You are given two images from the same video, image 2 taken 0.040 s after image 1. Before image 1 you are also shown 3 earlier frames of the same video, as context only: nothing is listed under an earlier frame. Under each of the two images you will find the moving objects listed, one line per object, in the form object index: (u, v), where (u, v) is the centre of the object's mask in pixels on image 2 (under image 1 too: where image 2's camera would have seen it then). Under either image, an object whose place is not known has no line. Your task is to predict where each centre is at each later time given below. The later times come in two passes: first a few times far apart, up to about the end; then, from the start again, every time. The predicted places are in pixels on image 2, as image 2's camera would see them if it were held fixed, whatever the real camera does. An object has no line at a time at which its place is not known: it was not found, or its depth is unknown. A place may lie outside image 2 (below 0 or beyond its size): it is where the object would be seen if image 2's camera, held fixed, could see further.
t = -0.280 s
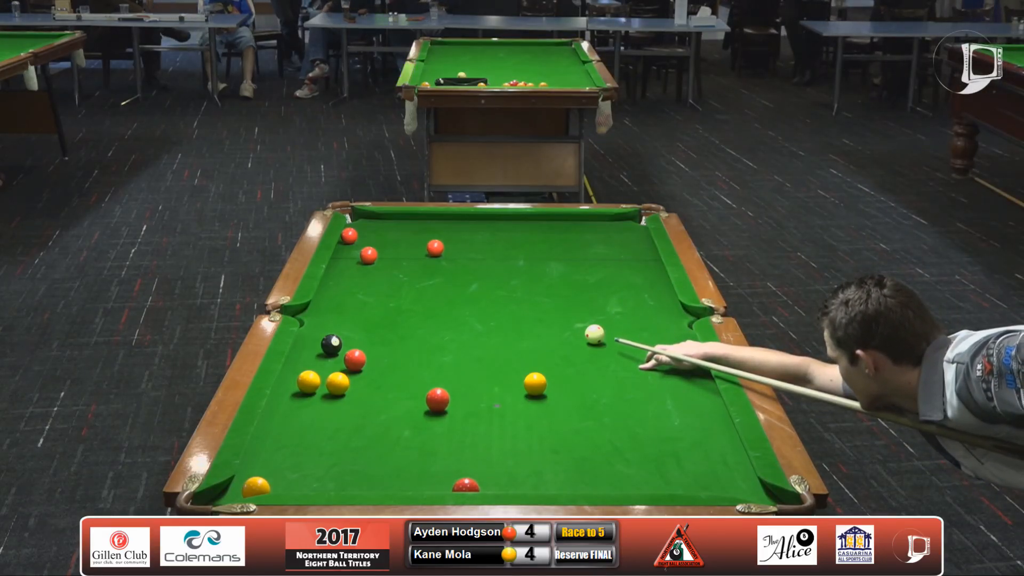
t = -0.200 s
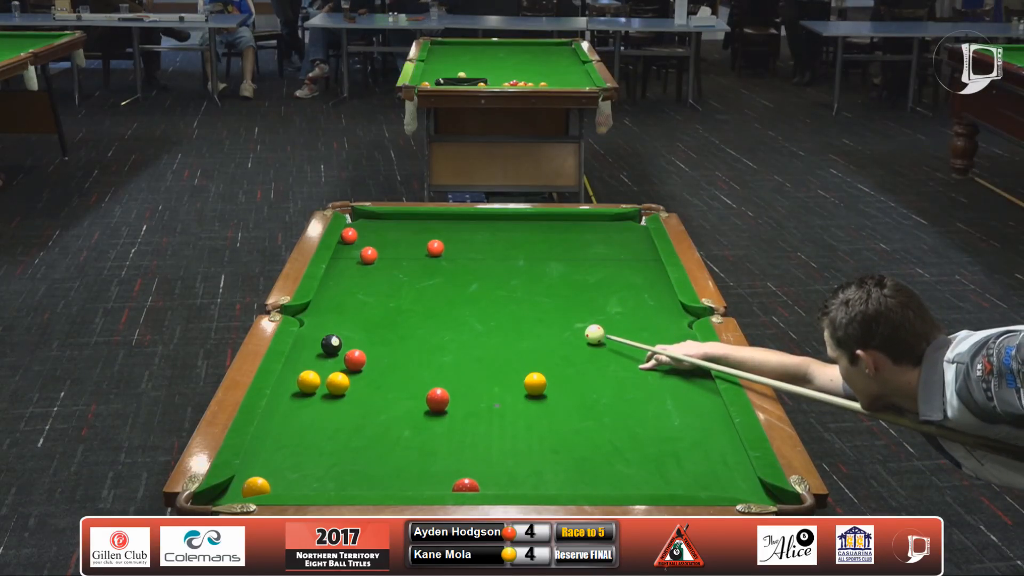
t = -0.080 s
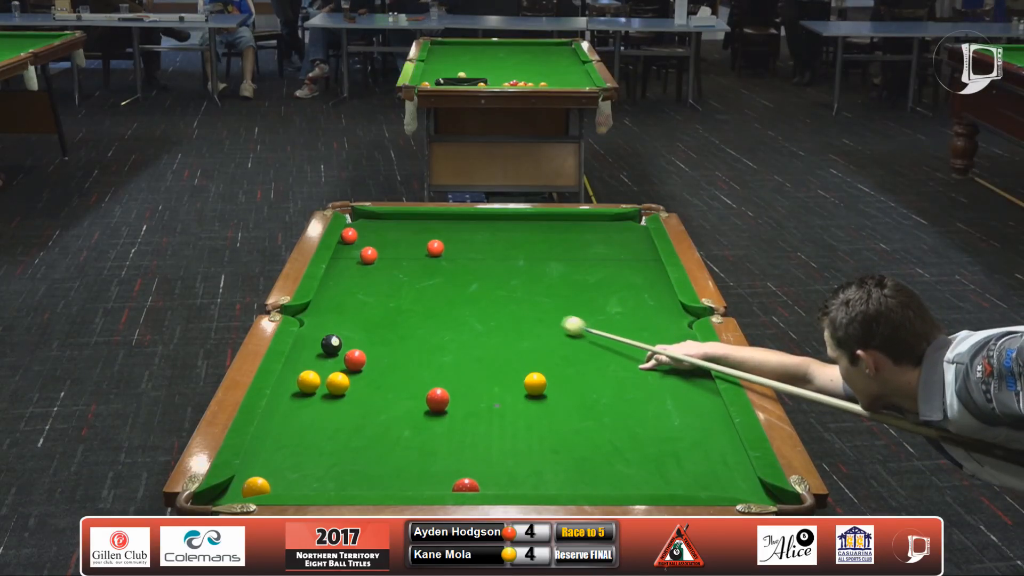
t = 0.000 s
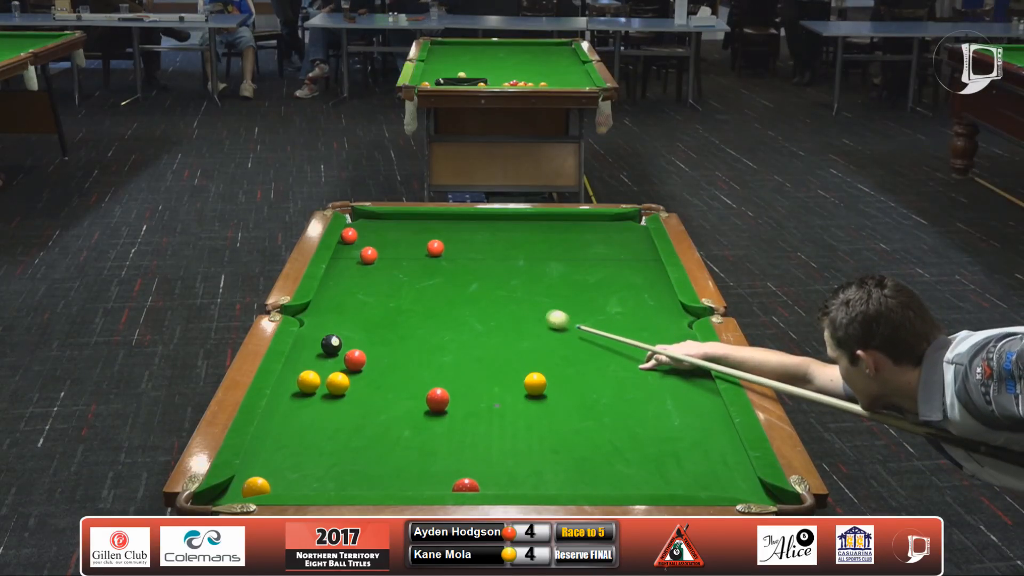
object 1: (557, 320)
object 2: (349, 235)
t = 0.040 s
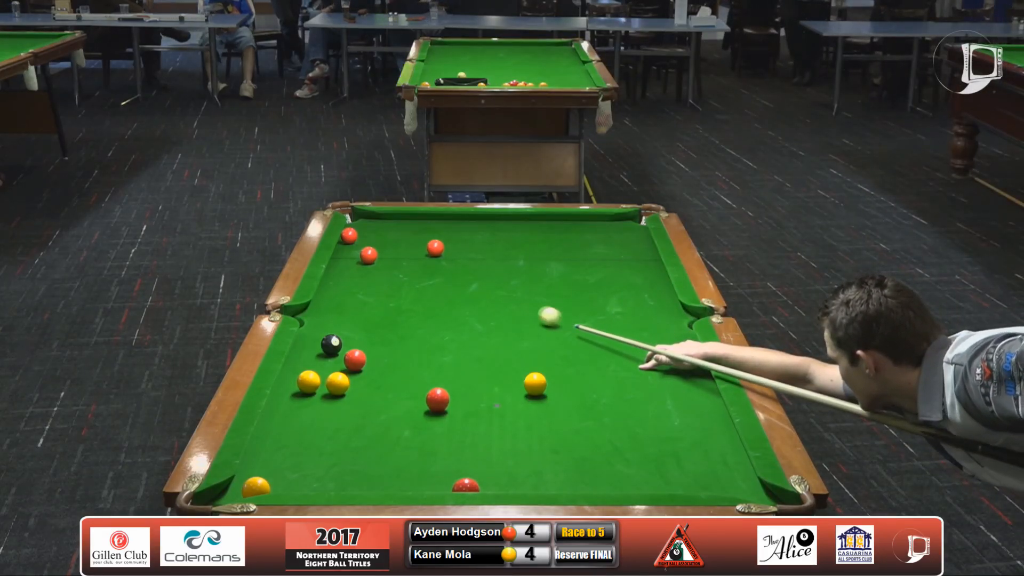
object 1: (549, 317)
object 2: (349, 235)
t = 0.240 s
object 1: (512, 302)
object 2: (349, 235)
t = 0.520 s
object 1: (467, 284)
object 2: (349, 235)
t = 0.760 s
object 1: (431, 271)
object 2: (349, 235)
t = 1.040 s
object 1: (395, 257)
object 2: (349, 235)
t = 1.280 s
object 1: (367, 243)
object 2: (349, 235)
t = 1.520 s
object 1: (347, 240)
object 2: (352, 230)
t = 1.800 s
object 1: (358, 240)
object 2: (359, 227)
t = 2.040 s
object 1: (364, 240)
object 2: (364, 225)
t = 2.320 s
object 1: (370, 240)
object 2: (369, 222)
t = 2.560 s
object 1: (372, 240)
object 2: (372, 219)
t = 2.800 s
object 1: (372, 240)
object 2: (374, 217)
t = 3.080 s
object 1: (372, 240)
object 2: (375, 216)
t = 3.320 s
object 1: (372, 240)
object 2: (376, 216)
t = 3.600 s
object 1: (372, 240)
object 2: (376, 216)
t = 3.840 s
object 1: (372, 240)
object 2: (376, 216)
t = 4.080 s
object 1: (372, 240)
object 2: (376, 216)
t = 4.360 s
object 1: (372, 240)
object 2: (376, 216)
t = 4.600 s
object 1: (372, 240)
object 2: (376, 216)
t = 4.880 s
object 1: (372, 240)
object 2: (376, 216)
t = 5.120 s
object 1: (372, 240)
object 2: (376, 216)
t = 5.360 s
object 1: (372, 240)
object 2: (376, 216)
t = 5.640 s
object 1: (372, 240)
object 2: (376, 216)
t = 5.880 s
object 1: (372, 240)
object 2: (376, 216)
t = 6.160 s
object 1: (372, 240)
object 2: (376, 216)
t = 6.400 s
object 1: (372, 240)
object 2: (376, 216)
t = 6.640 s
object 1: (372, 240)
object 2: (376, 216)
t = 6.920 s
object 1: (372, 240)
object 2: (376, 216)
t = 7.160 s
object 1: (372, 240)
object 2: (376, 216)
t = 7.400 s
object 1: (372, 240)
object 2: (376, 216)
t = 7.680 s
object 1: (372, 240)
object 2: (376, 216)
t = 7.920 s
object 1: (372, 240)
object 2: (376, 216)
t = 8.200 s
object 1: (372, 240)
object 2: (376, 216)
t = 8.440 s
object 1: (372, 240)
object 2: (376, 216)
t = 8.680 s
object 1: (372, 240)
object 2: (376, 216)
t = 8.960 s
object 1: (372, 240)
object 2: (376, 216)
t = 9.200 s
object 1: (372, 240)
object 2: (376, 216)
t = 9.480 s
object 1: (372, 240)
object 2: (376, 215)
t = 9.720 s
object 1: (372, 240)
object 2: (376, 216)
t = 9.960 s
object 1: (372, 240)
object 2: (376, 216)
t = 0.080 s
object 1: (542, 314)
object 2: (349, 235)
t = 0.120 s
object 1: (534, 311)
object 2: (349, 235)
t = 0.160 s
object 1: (527, 308)
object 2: (349, 235)
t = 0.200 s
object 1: (519, 305)
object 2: (349, 235)
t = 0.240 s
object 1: (512, 302)
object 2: (349, 235)
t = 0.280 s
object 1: (506, 299)
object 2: (349, 235)
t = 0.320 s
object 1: (499, 297)
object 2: (349, 235)
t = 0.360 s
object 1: (492, 294)
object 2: (349, 235)
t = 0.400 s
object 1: (486, 292)
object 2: (349, 235)
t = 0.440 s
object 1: (479, 289)
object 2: (349, 235)
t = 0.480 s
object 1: (473, 287)
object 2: (349, 235)
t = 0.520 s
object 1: (467, 284)
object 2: (349, 235)
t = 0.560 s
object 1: (460, 282)
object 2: (349, 235)
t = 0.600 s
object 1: (454, 279)
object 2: (349, 235)
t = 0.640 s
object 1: (448, 277)
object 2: (349, 235)
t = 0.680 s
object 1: (443, 275)
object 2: (349, 235)
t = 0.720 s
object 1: (437, 273)
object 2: (349, 235)
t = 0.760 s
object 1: (431, 271)
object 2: (349, 235)
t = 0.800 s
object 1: (426, 268)
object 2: (349, 235)
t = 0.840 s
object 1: (420, 267)
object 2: (349, 235)
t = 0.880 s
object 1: (415, 264)
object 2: (349, 235)
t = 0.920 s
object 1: (410, 262)
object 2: (349, 235)
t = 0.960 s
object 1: (405, 261)
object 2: (349, 235)
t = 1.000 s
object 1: (400, 259)
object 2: (349, 235)
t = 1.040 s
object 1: (395, 257)
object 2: (349, 235)
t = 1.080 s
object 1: (390, 255)
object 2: (349, 235)
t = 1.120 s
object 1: (385, 253)
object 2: (349, 235)
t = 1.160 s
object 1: (381, 251)
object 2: (349, 235)
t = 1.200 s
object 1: (377, 248)
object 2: (349, 235)
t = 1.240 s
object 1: (372, 245)
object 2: (349, 235)
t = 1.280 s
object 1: (367, 243)
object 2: (349, 235)
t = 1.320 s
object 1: (362, 243)
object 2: (349, 235)
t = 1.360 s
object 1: (358, 243)
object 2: (348, 234)
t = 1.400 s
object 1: (354, 242)
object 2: (348, 233)
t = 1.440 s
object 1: (350, 240)
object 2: (349, 231)
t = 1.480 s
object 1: (347, 241)
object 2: (351, 231)
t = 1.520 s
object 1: (347, 240)
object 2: (352, 230)
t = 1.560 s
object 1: (348, 240)
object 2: (353, 230)
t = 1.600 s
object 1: (350, 240)
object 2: (354, 229)
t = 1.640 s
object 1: (352, 240)
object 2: (354, 229)
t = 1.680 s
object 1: (353, 240)
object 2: (356, 228)
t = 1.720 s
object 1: (355, 240)
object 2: (357, 228)
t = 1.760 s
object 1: (356, 240)
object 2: (357, 227)
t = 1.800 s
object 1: (358, 240)
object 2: (359, 227)
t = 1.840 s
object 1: (359, 240)
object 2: (359, 226)
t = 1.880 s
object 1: (360, 240)
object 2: (360, 226)
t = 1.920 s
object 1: (361, 240)
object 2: (361, 226)
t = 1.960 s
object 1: (362, 240)
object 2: (362, 225)
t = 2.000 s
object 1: (363, 240)
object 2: (363, 225)
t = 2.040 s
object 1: (364, 240)
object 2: (364, 225)
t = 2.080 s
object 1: (366, 240)
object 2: (364, 224)
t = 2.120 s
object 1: (366, 240)
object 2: (365, 224)
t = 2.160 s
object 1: (367, 239)
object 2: (366, 223)
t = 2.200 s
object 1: (368, 240)
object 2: (367, 223)
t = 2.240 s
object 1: (369, 239)
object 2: (367, 223)
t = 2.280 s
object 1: (369, 239)
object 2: (368, 222)
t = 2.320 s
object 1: (370, 240)
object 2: (369, 222)
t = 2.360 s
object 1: (371, 240)
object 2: (369, 221)
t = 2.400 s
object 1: (371, 240)
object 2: (370, 221)
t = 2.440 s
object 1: (371, 240)
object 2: (370, 221)
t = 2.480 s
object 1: (372, 240)
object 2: (371, 220)
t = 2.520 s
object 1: (372, 240)
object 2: (371, 220)
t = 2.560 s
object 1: (372, 240)
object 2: (372, 219)
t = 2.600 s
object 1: (372, 240)
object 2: (372, 219)
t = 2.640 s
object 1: (372, 240)
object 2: (373, 219)
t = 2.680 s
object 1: (372, 240)
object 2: (373, 218)
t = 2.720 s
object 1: (372, 240)
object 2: (373, 218)
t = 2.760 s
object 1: (372, 240)
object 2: (374, 218)
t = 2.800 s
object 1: (372, 240)
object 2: (374, 217)
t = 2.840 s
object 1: (372, 240)
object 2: (374, 217)
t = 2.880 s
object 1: (372, 240)
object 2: (374, 217)
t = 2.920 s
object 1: (372, 240)
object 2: (375, 217)
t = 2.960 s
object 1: (372, 240)
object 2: (375, 217)
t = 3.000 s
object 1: (372, 240)
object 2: (375, 216)
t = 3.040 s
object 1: (372, 240)
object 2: (375, 216)
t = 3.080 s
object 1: (372, 240)
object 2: (375, 216)
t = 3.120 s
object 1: (372, 240)
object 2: (376, 216)
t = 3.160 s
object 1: (372, 240)
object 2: (376, 216)
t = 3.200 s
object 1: (372, 240)
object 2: (376, 216)
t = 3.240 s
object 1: (372, 240)
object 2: (376, 216)
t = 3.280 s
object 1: (372, 240)
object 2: (376, 216)
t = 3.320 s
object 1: (372, 240)
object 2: (376, 216)
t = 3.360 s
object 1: (372, 240)
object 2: (376, 216)
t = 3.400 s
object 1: (372, 240)
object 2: (376, 216)
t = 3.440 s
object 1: (372, 240)
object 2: (376, 216)
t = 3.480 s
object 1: (372, 240)
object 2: (376, 216)
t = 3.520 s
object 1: (372, 240)
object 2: (376, 216)
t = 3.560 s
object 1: (372, 240)
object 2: (376, 216)
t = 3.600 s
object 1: (372, 240)
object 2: (376, 216)
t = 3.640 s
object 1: (372, 240)
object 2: (376, 216)
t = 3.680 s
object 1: (372, 240)
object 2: (376, 216)
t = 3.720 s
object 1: (372, 240)
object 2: (376, 216)
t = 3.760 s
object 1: (372, 240)
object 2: (376, 216)
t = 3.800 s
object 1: (372, 240)
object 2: (376, 216)
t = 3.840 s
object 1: (372, 240)
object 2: (376, 216)
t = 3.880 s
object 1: (372, 240)
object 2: (376, 216)
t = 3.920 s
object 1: (372, 240)
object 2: (376, 216)
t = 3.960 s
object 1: (372, 240)
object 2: (376, 216)
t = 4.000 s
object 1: (372, 240)
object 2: (376, 216)
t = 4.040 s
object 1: (372, 240)
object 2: (376, 216)
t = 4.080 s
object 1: (372, 240)
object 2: (376, 216)
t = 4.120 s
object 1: (372, 240)
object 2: (376, 216)
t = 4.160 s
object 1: (372, 240)
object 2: (376, 216)
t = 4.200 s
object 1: (372, 240)
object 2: (376, 216)
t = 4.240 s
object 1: (372, 240)
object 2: (376, 216)
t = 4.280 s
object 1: (372, 240)
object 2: (376, 216)
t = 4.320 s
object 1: (372, 240)
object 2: (376, 216)
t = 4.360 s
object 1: (372, 240)
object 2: (376, 216)
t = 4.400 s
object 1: (372, 240)
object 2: (376, 216)
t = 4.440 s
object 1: (372, 240)
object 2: (376, 216)
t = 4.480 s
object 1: (372, 240)
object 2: (376, 216)
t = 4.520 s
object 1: (372, 240)
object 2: (376, 216)
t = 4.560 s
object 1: (372, 240)
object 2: (376, 216)
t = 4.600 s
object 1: (372, 240)
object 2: (376, 216)
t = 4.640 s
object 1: (372, 240)
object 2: (376, 216)
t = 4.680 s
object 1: (372, 240)
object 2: (376, 216)
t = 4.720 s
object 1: (372, 240)
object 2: (376, 216)
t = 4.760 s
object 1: (372, 240)
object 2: (376, 216)
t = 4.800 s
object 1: (372, 240)
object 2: (376, 216)
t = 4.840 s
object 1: (372, 240)
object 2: (376, 216)
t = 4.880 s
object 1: (372, 240)
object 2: (376, 216)
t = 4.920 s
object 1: (372, 240)
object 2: (376, 216)
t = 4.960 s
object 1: (372, 240)
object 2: (376, 216)
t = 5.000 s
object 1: (372, 240)
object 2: (376, 216)
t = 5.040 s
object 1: (372, 240)
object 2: (376, 216)
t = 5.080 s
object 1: (372, 240)
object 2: (376, 216)
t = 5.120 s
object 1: (372, 240)
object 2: (376, 216)
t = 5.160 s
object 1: (372, 240)
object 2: (376, 216)
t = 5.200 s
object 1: (372, 240)
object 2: (376, 216)
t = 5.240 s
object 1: (372, 240)
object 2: (376, 216)
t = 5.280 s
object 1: (372, 240)
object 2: (376, 216)
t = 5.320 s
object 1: (372, 240)
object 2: (376, 216)
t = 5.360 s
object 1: (372, 240)
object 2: (376, 216)
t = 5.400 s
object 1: (372, 240)
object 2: (376, 216)
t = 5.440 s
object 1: (372, 240)
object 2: (376, 216)
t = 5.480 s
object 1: (372, 240)
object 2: (376, 216)
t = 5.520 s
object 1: (372, 240)
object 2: (376, 216)
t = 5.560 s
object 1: (372, 240)
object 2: (376, 216)
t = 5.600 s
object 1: (372, 240)
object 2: (376, 216)
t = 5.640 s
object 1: (372, 240)
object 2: (376, 216)
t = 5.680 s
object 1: (372, 240)
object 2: (376, 216)
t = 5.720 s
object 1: (372, 240)
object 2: (376, 216)
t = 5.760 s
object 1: (372, 240)
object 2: (376, 216)
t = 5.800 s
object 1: (372, 240)
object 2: (376, 216)
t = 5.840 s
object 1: (372, 240)
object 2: (376, 216)
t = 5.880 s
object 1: (372, 240)
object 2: (376, 216)
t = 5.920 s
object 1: (372, 240)
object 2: (376, 216)
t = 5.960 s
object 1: (372, 240)
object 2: (376, 216)
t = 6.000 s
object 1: (372, 240)
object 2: (376, 216)
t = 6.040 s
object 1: (372, 240)
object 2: (376, 216)
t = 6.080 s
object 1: (372, 240)
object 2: (376, 216)
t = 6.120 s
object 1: (372, 240)
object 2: (376, 216)
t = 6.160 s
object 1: (372, 240)
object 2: (376, 216)
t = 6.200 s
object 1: (372, 240)
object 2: (376, 216)
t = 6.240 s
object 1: (372, 240)
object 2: (376, 216)
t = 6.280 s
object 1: (372, 240)
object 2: (376, 216)
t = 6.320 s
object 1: (372, 240)
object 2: (376, 216)
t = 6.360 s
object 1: (372, 240)
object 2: (376, 216)
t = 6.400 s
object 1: (372, 240)
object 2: (376, 216)
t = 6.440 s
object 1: (372, 240)
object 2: (376, 216)
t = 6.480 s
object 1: (372, 240)
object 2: (376, 216)
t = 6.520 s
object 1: (372, 240)
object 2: (376, 216)
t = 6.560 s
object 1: (372, 240)
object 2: (376, 216)
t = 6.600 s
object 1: (372, 240)
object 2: (376, 216)
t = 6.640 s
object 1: (372, 240)
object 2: (376, 216)
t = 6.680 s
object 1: (372, 240)
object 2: (376, 216)
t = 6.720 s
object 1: (372, 240)
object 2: (376, 216)
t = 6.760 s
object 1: (372, 240)
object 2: (376, 216)
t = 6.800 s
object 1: (372, 240)
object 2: (376, 216)
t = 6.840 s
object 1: (372, 240)
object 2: (376, 216)
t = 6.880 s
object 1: (372, 240)
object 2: (376, 216)
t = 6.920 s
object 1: (372, 240)
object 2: (376, 216)
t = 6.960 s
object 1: (372, 240)
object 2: (376, 216)
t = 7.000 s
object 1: (372, 240)
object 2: (376, 216)
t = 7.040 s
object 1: (372, 240)
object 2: (376, 216)
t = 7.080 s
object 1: (372, 240)
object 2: (376, 216)
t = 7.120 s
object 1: (372, 240)
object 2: (376, 216)
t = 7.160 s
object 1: (372, 240)
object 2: (376, 216)
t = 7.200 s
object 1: (372, 240)
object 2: (376, 216)
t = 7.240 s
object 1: (372, 240)
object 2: (376, 216)
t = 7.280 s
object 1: (372, 240)
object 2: (376, 216)
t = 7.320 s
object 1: (372, 240)
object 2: (376, 216)
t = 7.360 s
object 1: (372, 240)
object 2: (376, 216)
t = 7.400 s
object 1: (372, 240)
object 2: (376, 216)
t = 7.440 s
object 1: (372, 240)
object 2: (376, 216)
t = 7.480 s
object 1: (372, 240)
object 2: (376, 216)
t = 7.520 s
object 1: (372, 240)
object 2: (376, 216)
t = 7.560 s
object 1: (372, 240)
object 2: (376, 216)
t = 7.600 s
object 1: (372, 240)
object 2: (376, 216)
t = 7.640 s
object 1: (372, 240)
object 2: (376, 216)
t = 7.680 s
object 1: (372, 240)
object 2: (376, 216)
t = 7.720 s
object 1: (372, 240)
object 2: (376, 216)
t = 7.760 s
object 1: (372, 240)
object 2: (376, 216)
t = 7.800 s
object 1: (372, 240)
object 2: (376, 216)
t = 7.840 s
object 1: (372, 240)
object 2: (376, 216)
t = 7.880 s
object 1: (372, 240)
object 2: (376, 216)
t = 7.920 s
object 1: (372, 240)
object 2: (376, 216)
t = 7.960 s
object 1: (372, 240)
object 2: (376, 216)
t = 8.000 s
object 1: (372, 240)
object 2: (376, 216)
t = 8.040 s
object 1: (372, 240)
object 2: (376, 216)
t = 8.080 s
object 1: (372, 240)
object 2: (376, 216)
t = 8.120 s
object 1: (372, 240)
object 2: (376, 216)
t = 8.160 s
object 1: (372, 240)
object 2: (376, 216)
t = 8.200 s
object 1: (372, 240)
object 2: (376, 216)
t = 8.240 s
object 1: (372, 240)
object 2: (376, 216)
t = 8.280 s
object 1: (372, 240)
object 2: (376, 216)
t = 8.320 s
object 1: (372, 240)
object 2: (376, 216)
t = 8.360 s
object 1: (372, 240)
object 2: (376, 216)
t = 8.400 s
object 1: (372, 240)
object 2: (376, 216)
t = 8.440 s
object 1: (372, 240)
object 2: (376, 216)
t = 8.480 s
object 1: (372, 240)
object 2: (376, 216)
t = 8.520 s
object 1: (372, 240)
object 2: (376, 216)
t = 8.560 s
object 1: (372, 240)
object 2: (376, 216)
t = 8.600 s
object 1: (372, 240)
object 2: (376, 216)
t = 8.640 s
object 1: (372, 240)
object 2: (376, 216)
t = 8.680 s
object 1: (372, 240)
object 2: (376, 216)
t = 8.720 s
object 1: (372, 240)
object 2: (376, 216)
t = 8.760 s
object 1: (372, 240)
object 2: (376, 216)
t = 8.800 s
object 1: (372, 240)
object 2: (376, 216)
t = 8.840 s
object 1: (372, 240)
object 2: (376, 216)
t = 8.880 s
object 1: (372, 240)
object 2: (376, 216)
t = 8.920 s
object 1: (372, 240)
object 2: (376, 216)
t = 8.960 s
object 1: (372, 240)
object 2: (376, 216)
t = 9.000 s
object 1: (372, 240)
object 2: (376, 216)
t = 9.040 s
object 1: (372, 240)
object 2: (376, 216)
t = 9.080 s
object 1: (372, 240)
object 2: (376, 216)
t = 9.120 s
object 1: (372, 240)
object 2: (376, 216)
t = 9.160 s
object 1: (372, 240)
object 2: (376, 216)
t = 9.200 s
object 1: (372, 240)
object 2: (376, 216)
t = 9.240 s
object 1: (372, 240)
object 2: (376, 216)
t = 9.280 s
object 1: (372, 240)
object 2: (376, 215)
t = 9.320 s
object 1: (372, 240)
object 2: (376, 215)
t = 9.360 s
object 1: (372, 240)
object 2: (376, 215)
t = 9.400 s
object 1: (372, 240)
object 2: (376, 215)
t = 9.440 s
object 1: (372, 240)
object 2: (376, 216)
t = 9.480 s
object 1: (372, 240)
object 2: (376, 215)
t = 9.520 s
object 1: (372, 240)
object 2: (376, 216)
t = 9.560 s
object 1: (372, 240)
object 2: (376, 216)
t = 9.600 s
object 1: (372, 240)
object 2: (376, 216)
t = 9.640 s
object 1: (372, 240)
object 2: (376, 216)
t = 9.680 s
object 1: (372, 240)
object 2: (376, 215)
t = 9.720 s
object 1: (372, 240)
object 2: (376, 216)
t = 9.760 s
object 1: (372, 240)
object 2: (376, 216)
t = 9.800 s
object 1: (372, 240)
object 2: (376, 216)
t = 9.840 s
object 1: (372, 240)
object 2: (376, 216)
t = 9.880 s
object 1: (372, 240)
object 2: (376, 216)
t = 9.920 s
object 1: (372, 240)
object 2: (376, 216)
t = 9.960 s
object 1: (372, 240)
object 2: (376, 216)
